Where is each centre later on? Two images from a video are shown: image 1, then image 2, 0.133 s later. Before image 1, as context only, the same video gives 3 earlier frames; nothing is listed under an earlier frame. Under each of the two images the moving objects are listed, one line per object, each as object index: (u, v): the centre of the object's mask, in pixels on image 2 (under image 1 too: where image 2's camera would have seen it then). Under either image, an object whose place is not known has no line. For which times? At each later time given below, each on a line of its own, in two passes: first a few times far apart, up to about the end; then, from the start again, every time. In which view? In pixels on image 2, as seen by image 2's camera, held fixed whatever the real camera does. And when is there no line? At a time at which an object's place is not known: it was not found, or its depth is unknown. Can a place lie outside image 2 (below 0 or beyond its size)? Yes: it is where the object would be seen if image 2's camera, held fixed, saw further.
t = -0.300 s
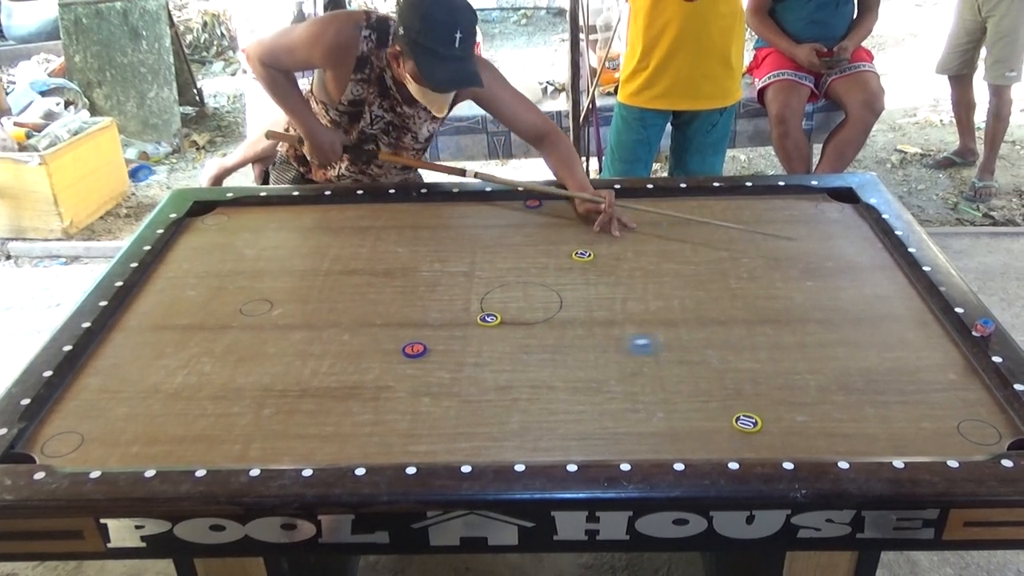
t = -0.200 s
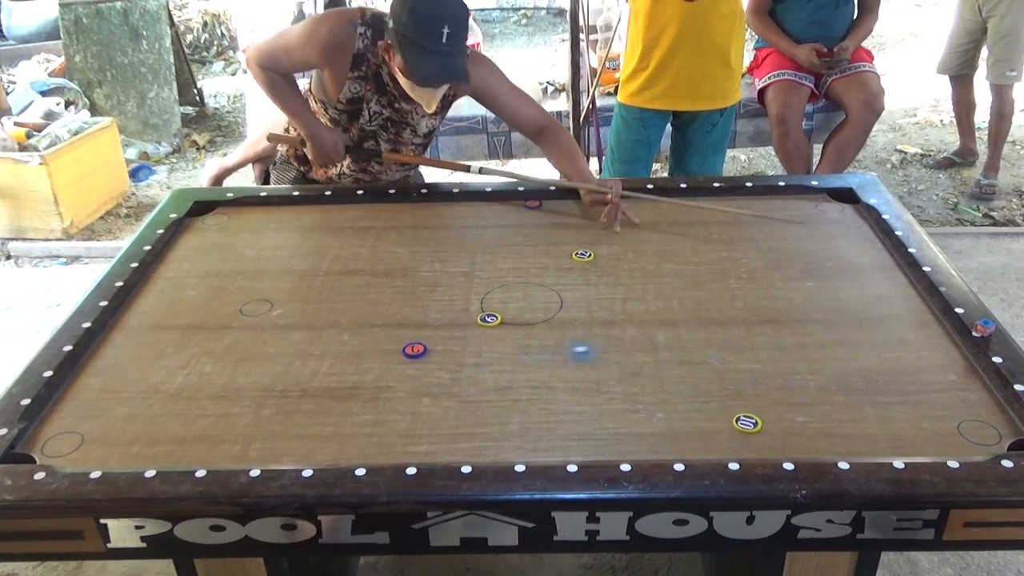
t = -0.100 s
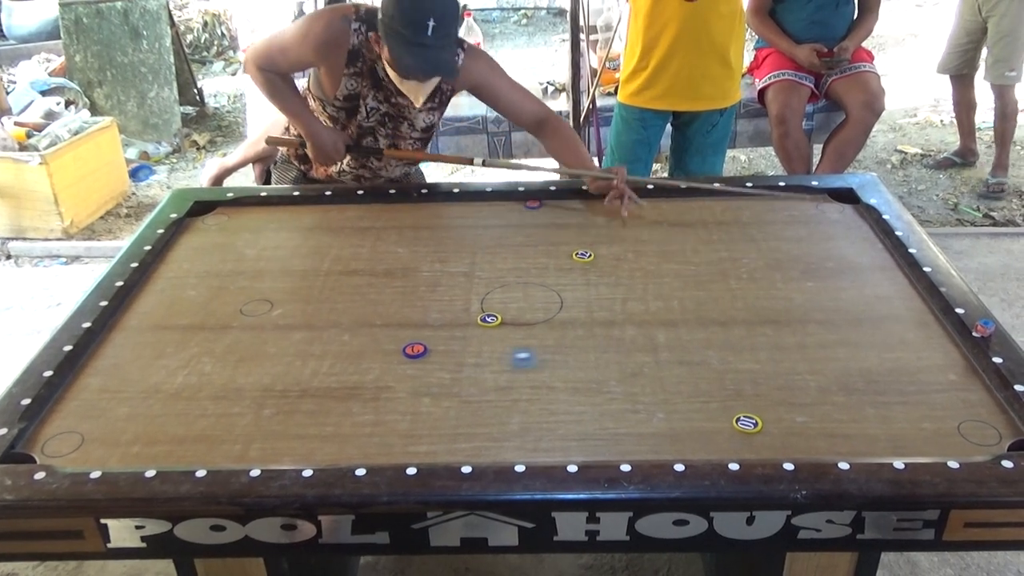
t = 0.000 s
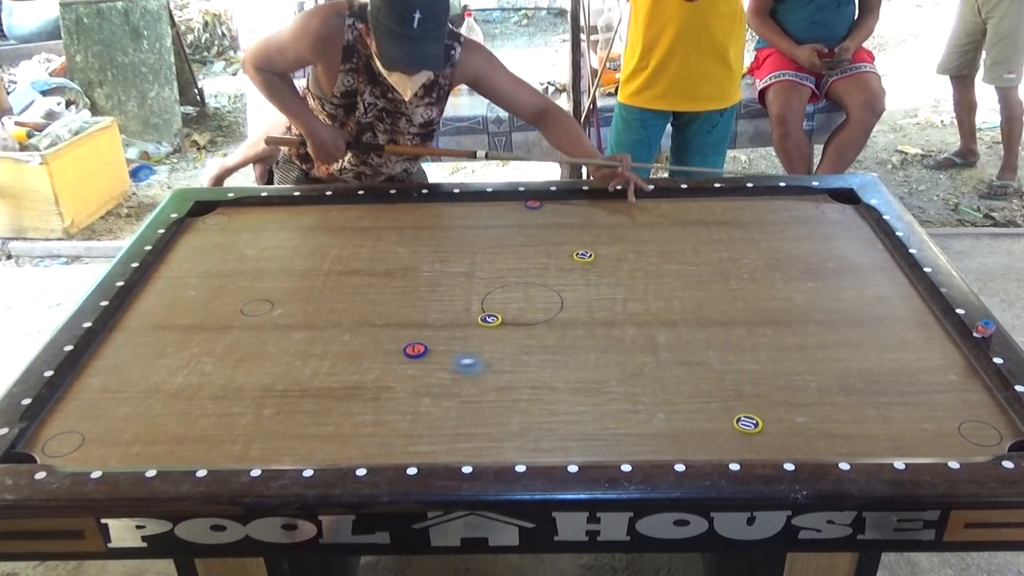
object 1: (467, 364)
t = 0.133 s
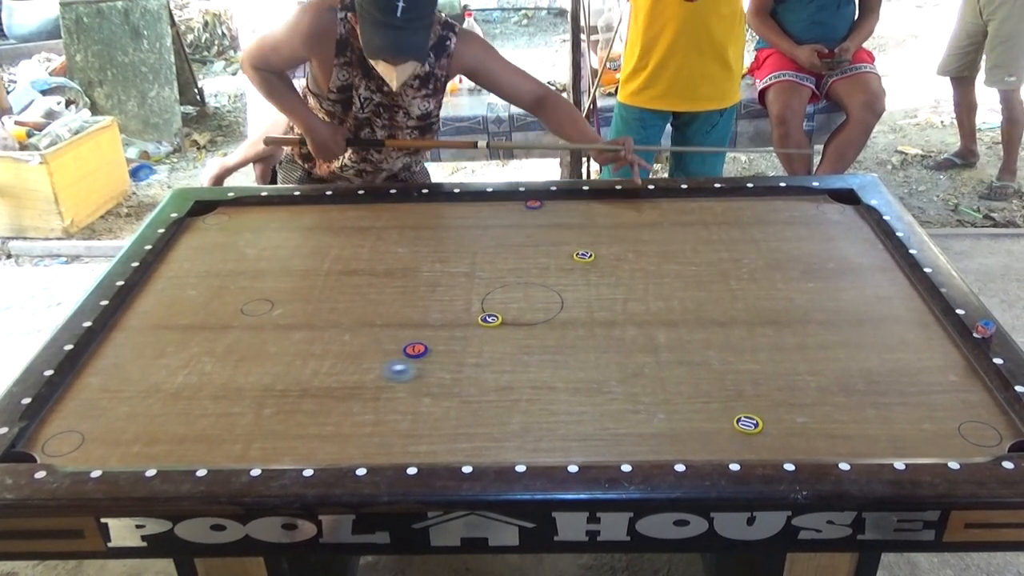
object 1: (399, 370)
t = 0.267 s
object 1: (339, 375)
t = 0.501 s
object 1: (247, 383)
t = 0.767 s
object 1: (167, 388)
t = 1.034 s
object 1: (116, 391)
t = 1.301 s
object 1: (85, 391)
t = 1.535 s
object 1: (81, 390)
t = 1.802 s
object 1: (82, 390)
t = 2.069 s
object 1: (82, 390)
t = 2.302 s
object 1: (81, 390)
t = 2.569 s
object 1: (82, 391)
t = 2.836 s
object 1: (81, 391)
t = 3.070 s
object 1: (82, 391)
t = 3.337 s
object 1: (82, 391)
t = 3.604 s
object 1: (82, 391)
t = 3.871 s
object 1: (82, 391)
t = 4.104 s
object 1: (82, 390)
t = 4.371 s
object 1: (82, 390)
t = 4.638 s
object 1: (82, 390)
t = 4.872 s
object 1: (82, 390)
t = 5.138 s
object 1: (82, 390)
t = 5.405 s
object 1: (82, 390)
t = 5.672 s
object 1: (82, 390)
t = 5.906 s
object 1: (82, 390)
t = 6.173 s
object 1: (82, 390)
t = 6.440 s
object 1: (82, 390)
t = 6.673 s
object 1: (82, 390)
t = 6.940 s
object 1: (83, 390)
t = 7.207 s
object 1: (82, 390)
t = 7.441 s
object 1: (82, 390)
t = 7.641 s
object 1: (82, 390)
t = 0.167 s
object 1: (383, 372)
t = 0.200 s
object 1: (367, 373)
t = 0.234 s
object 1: (351, 375)
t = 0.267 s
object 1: (339, 375)
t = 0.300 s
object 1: (325, 376)
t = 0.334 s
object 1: (310, 379)
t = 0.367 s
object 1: (296, 379)
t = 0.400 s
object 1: (283, 381)
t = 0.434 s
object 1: (271, 382)
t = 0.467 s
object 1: (259, 382)
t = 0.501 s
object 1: (247, 383)
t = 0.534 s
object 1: (235, 384)
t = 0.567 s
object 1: (224, 385)
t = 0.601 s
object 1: (213, 385)
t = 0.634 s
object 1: (203, 386)
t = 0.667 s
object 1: (194, 387)
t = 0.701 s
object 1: (185, 387)
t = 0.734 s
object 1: (176, 388)
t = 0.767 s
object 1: (167, 388)
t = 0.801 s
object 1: (160, 389)
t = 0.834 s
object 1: (152, 389)
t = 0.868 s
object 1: (145, 390)
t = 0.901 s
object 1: (138, 390)
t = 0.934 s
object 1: (133, 390)
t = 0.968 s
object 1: (126, 390)
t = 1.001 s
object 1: (120, 391)
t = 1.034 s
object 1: (116, 391)
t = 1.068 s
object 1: (110, 391)
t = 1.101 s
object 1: (106, 391)
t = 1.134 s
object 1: (101, 391)
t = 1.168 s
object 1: (97, 391)
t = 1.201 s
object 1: (93, 391)
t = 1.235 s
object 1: (90, 391)
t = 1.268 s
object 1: (88, 391)
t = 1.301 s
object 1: (85, 391)
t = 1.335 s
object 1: (83, 391)
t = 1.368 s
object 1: (82, 390)
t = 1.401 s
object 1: (81, 390)
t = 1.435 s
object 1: (81, 390)
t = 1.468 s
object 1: (81, 390)
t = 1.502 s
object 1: (81, 390)
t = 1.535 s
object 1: (81, 390)
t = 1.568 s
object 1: (81, 390)
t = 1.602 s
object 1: (81, 390)
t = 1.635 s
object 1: (81, 390)
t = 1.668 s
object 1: (81, 390)
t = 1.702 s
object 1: (81, 390)
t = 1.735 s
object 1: (81, 390)
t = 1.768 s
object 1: (81, 390)
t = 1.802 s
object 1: (82, 390)
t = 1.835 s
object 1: (82, 390)
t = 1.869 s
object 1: (82, 390)
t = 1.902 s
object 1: (82, 390)
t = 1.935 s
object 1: (82, 390)
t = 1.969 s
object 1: (82, 390)
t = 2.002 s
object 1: (82, 390)
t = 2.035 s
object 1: (82, 390)
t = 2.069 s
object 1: (82, 390)
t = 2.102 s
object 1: (82, 390)
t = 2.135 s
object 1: (81, 390)
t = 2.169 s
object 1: (82, 390)
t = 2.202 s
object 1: (82, 390)
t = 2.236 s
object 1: (82, 390)
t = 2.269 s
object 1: (82, 390)
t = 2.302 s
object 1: (81, 390)
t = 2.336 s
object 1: (81, 390)
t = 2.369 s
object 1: (82, 390)
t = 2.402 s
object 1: (81, 391)
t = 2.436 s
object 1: (82, 391)
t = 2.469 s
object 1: (82, 391)
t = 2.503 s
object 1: (82, 391)
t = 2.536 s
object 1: (81, 391)
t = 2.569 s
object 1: (82, 391)
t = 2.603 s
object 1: (81, 391)
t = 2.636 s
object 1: (81, 391)
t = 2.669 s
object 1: (82, 391)
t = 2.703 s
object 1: (82, 391)
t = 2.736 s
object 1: (82, 391)
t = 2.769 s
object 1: (82, 391)
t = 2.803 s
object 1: (81, 391)
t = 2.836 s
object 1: (81, 391)
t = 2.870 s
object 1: (82, 391)
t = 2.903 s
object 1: (82, 391)
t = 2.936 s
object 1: (82, 391)
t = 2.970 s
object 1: (82, 391)
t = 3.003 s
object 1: (82, 391)
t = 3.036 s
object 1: (82, 391)
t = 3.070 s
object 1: (82, 391)
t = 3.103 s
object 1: (81, 391)
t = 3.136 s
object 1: (82, 391)
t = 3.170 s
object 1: (82, 391)
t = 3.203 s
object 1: (82, 391)
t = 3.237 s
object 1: (82, 390)
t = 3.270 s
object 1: (82, 390)
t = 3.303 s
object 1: (82, 391)
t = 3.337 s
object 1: (82, 391)
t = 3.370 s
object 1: (82, 391)
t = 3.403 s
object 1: (82, 391)
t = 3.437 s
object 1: (82, 391)
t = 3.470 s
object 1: (82, 391)
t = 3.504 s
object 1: (82, 391)
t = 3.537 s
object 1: (82, 391)
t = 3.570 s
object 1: (82, 390)
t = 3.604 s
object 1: (82, 391)
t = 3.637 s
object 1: (82, 391)
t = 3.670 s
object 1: (82, 391)
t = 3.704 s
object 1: (82, 391)
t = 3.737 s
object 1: (82, 391)
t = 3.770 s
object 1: (82, 391)
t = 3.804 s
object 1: (81, 391)
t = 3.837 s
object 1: (81, 391)
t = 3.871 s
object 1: (82, 391)
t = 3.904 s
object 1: (81, 391)
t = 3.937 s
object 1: (82, 391)
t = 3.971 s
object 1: (81, 391)
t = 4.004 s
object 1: (81, 391)
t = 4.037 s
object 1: (81, 391)
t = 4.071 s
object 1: (81, 390)
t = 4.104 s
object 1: (82, 390)
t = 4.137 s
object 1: (82, 390)
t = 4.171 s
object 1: (82, 390)
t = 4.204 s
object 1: (82, 391)
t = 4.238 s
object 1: (82, 390)
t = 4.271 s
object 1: (82, 391)
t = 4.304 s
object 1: (82, 390)
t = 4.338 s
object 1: (82, 390)
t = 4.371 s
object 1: (82, 390)
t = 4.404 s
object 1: (82, 390)
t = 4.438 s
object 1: (82, 390)
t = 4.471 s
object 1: (82, 390)
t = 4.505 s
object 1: (82, 390)
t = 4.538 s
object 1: (82, 390)
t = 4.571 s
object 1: (82, 390)
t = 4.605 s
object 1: (82, 390)
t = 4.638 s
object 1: (82, 390)
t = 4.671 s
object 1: (82, 390)
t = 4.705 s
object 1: (82, 390)
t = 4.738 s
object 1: (82, 390)
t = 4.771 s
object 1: (82, 390)
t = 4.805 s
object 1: (82, 390)
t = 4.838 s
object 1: (82, 390)
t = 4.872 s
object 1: (82, 390)
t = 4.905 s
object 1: (82, 390)
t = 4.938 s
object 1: (82, 391)
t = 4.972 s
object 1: (82, 390)
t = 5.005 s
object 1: (82, 390)
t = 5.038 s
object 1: (82, 390)
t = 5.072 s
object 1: (82, 390)
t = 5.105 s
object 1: (82, 391)
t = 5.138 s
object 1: (82, 390)
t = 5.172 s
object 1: (82, 390)
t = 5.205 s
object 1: (82, 390)
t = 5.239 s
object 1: (82, 390)
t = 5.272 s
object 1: (82, 390)
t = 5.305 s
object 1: (82, 390)
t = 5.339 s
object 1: (82, 390)
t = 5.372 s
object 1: (82, 390)
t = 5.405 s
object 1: (82, 390)
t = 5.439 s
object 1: (82, 390)
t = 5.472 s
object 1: (82, 390)
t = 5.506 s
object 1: (83, 390)
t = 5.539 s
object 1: (82, 390)
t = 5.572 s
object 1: (82, 390)
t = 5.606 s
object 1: (82, 390)
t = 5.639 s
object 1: (82, 390)
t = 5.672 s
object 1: (82, 390)
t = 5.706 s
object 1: (82, 390)
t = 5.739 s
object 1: (82, 390)
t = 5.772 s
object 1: (82, 390)
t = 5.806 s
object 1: (82, 390)
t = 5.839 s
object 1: (82, 390)
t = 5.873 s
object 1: (82, 390)
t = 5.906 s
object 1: (82, 390)
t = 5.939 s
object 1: (82, 390)
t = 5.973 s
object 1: (82, 390)
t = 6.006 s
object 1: (82, 390)
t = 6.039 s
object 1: (82, 390)
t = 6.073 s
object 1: (82, 390)
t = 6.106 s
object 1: (82, 390)
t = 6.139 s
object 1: (82, 390)
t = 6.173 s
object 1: (82, 390)
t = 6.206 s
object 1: (82, 390)
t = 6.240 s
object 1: (82, 390)
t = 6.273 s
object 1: (82, 390)
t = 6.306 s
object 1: (82, 390)
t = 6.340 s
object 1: (82, 390)
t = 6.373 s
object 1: (82, 390)
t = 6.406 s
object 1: (82, 390)
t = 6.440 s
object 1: (82, 390)
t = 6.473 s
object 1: (82, 390)
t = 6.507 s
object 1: (82, 390)
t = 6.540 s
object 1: (82, 390)
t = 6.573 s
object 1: (82, 390)
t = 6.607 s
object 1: (82, 390)
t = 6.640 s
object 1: (82, 390)
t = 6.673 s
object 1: (82, 390)
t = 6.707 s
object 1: (82, 390)
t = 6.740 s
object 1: (83, 390)
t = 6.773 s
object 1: (83, 390)
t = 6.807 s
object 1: (82, 390)
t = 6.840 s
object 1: (82, 390)
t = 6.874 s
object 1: (82, 390)
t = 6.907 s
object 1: (82, 390)
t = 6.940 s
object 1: (83, 390)
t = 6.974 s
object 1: (82, 390)
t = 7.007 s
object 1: (82, 390)
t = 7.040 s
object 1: (82, 390)
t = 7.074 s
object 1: (82, 390)
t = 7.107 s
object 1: (82, 390)
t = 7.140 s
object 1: (82, 390)
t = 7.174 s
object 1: (82, 390)
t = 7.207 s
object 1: (82, 390)
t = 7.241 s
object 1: (83, 390)
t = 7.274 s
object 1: (82, 390)
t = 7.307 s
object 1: (82, 390)
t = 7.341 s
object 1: (82, 390)
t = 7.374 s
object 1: (82, 390)
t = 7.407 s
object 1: (82, 390)
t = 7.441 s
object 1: (82, 390)
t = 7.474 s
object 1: (82, 390)
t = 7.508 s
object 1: (82, 390)
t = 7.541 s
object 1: (82, 390)
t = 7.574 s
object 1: (82, 390)
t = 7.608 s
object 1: (82, 390)
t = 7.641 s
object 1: (82, 390)
